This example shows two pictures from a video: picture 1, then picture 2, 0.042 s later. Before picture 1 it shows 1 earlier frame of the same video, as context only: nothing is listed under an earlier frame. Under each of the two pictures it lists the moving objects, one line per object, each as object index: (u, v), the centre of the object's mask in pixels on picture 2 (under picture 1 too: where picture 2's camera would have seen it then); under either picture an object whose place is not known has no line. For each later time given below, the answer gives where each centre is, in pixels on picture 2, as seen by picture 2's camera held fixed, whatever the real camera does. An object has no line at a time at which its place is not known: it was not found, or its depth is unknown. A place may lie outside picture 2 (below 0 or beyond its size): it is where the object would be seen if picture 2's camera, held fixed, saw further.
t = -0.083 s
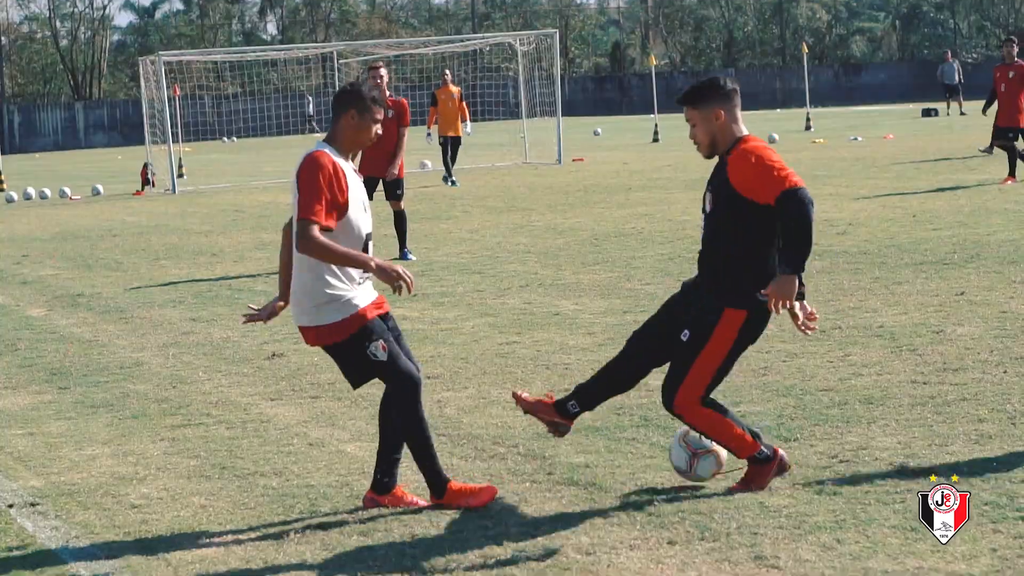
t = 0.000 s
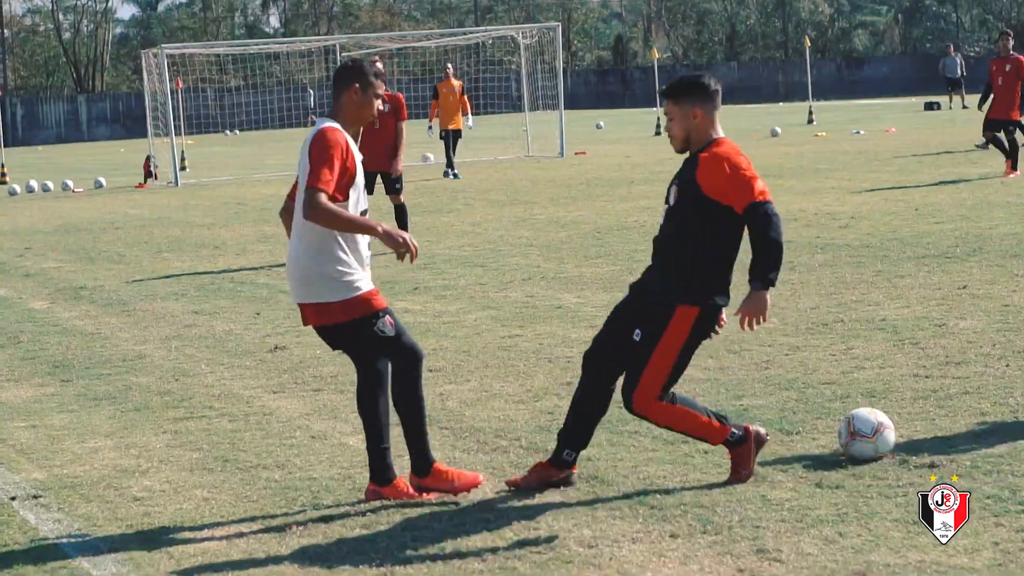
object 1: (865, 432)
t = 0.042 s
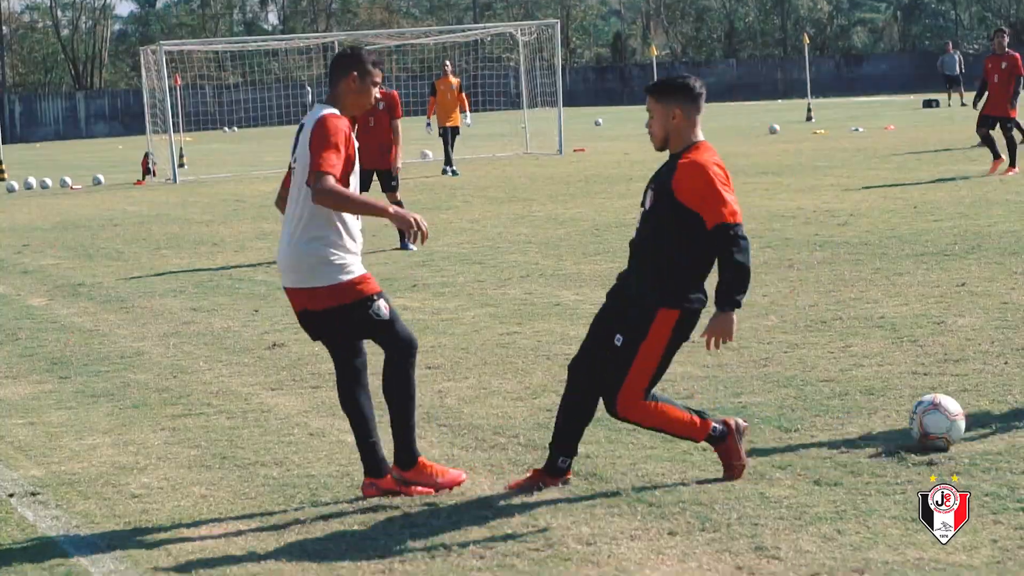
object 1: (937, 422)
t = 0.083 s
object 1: (1002, 409)
